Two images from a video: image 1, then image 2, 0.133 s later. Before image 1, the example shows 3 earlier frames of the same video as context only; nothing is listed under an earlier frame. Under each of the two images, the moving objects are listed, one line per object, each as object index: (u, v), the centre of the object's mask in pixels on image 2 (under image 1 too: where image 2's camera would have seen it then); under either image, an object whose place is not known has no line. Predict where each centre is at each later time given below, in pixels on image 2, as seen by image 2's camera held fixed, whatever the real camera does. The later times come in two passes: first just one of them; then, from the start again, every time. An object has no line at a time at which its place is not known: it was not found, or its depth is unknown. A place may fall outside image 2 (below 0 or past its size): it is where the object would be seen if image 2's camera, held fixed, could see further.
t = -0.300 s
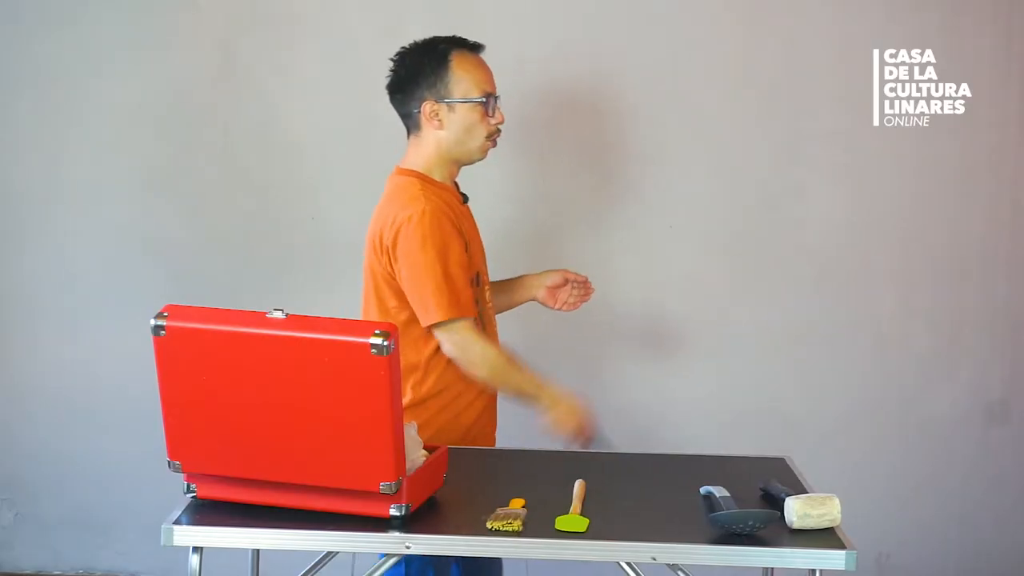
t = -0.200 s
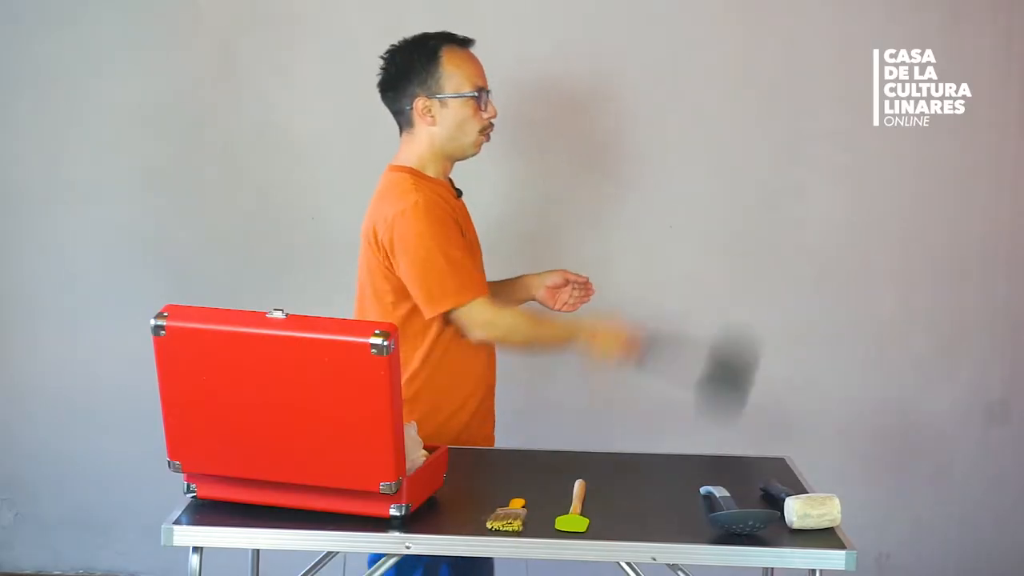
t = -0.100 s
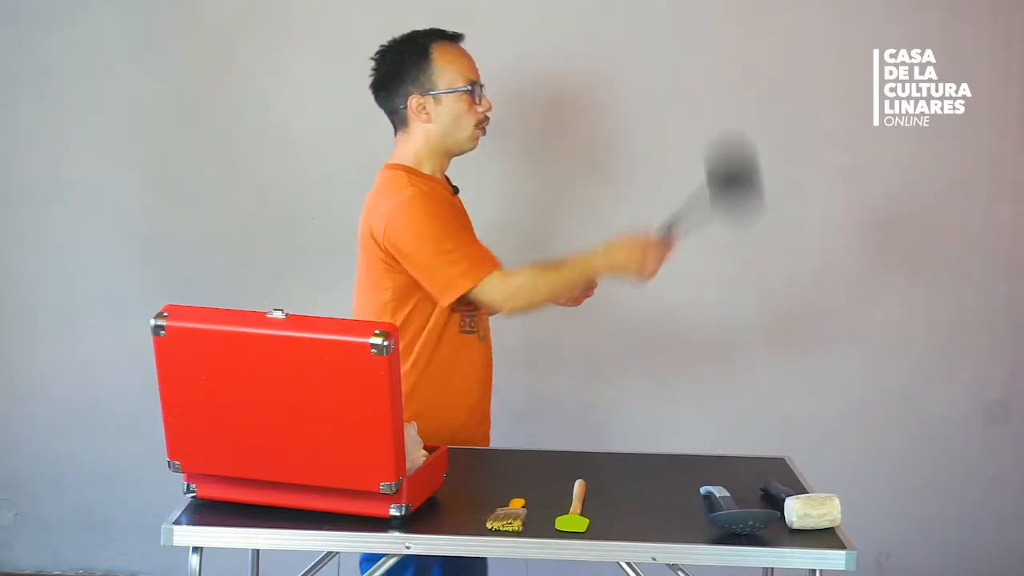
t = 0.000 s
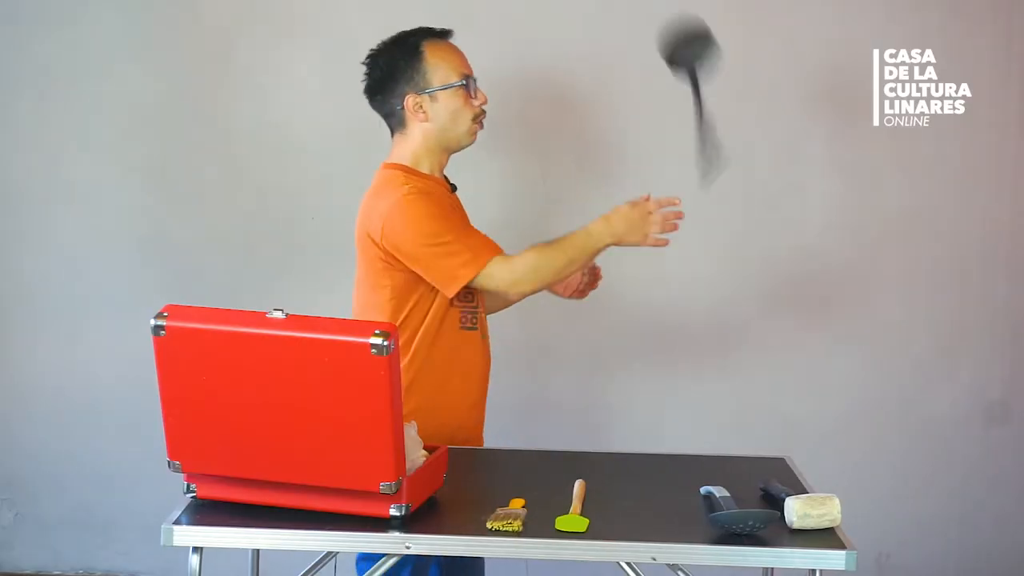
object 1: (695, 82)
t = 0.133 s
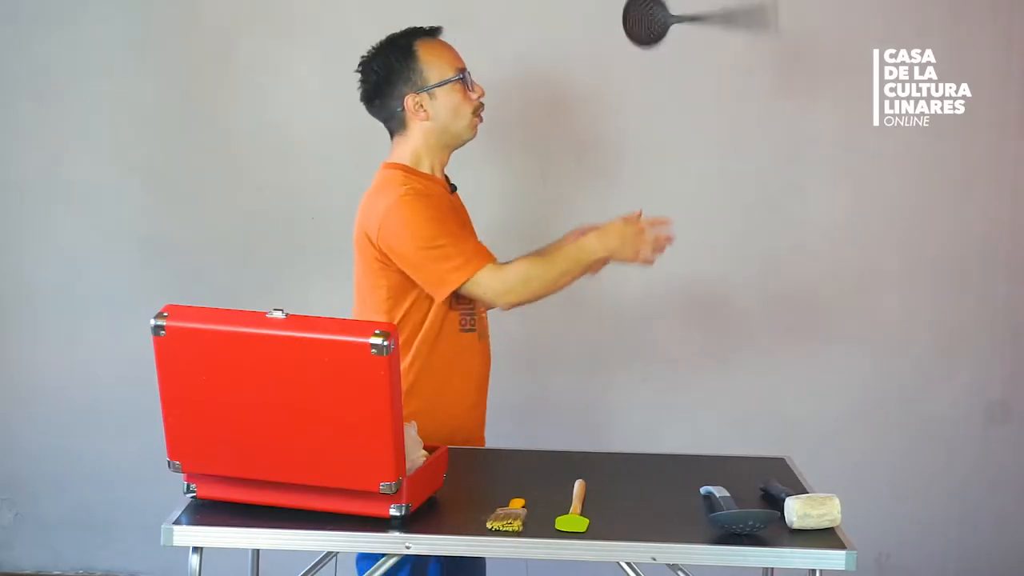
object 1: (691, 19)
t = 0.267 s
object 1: (683, 66)
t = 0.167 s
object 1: (659, 25)
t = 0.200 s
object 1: (661, 38)
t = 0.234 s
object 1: (671, 52)
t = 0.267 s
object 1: (683, 66)
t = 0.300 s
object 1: (690, 71)
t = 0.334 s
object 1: (682, 69)
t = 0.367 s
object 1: (674, 92)
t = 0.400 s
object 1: (721, 137)
